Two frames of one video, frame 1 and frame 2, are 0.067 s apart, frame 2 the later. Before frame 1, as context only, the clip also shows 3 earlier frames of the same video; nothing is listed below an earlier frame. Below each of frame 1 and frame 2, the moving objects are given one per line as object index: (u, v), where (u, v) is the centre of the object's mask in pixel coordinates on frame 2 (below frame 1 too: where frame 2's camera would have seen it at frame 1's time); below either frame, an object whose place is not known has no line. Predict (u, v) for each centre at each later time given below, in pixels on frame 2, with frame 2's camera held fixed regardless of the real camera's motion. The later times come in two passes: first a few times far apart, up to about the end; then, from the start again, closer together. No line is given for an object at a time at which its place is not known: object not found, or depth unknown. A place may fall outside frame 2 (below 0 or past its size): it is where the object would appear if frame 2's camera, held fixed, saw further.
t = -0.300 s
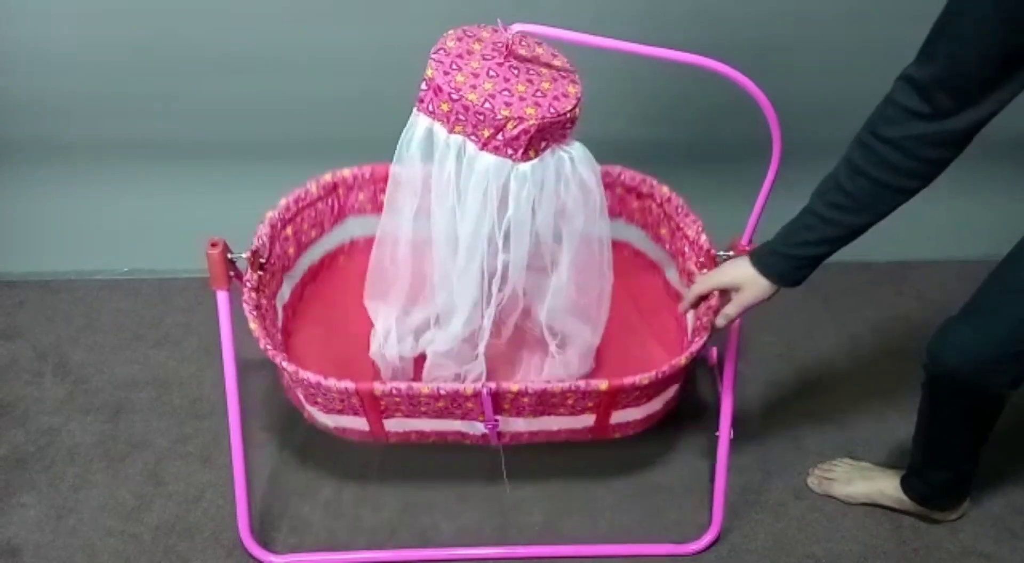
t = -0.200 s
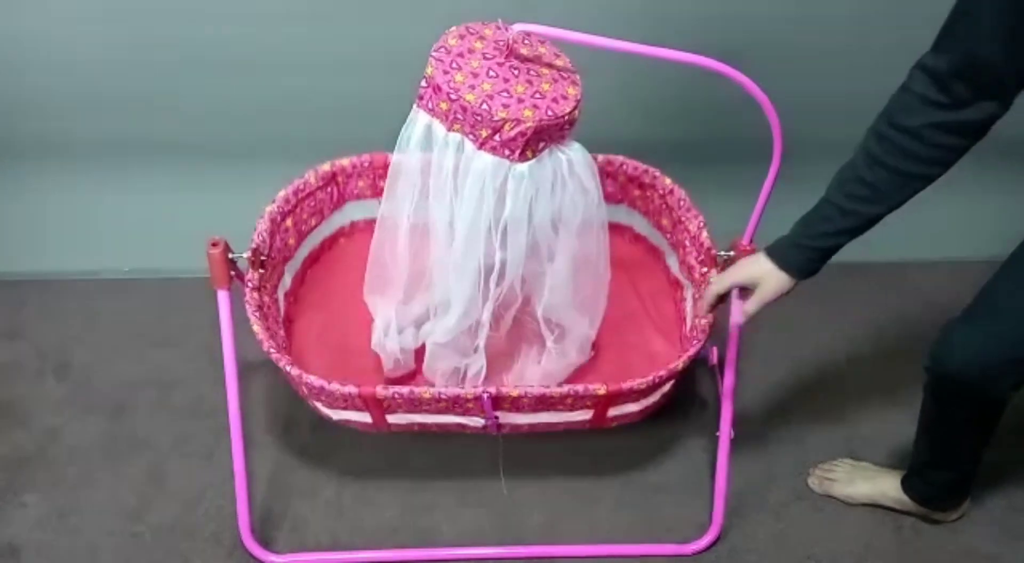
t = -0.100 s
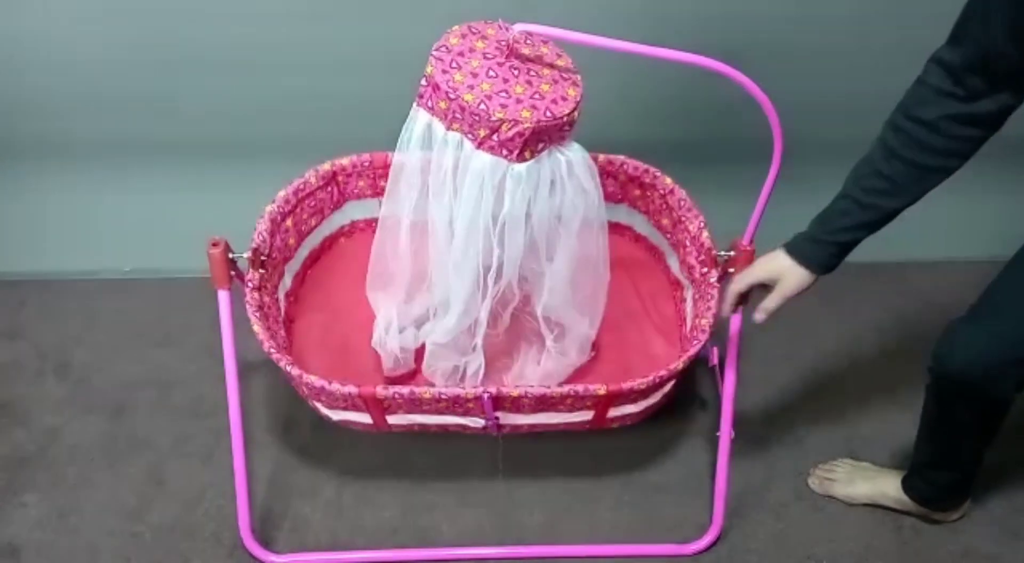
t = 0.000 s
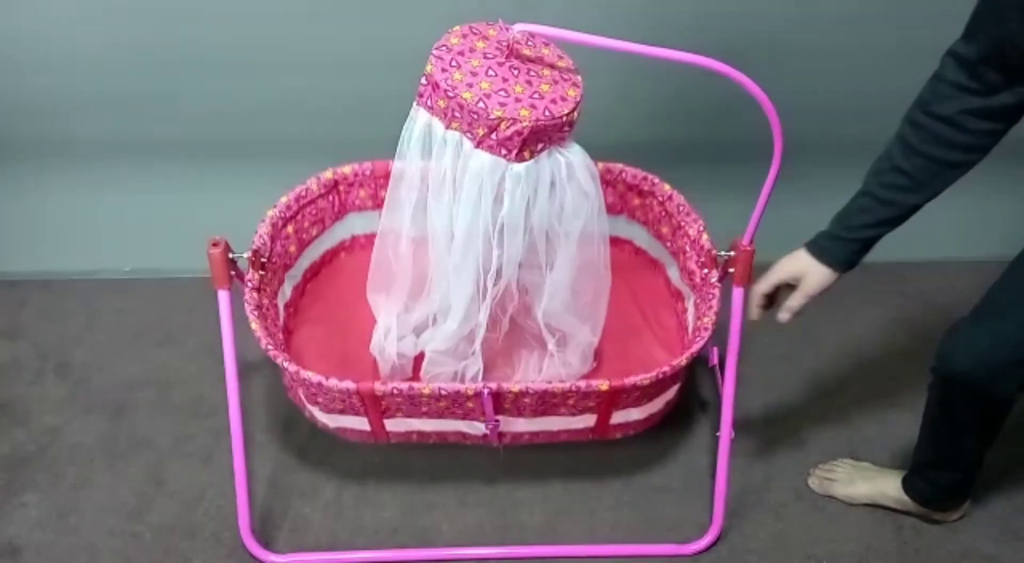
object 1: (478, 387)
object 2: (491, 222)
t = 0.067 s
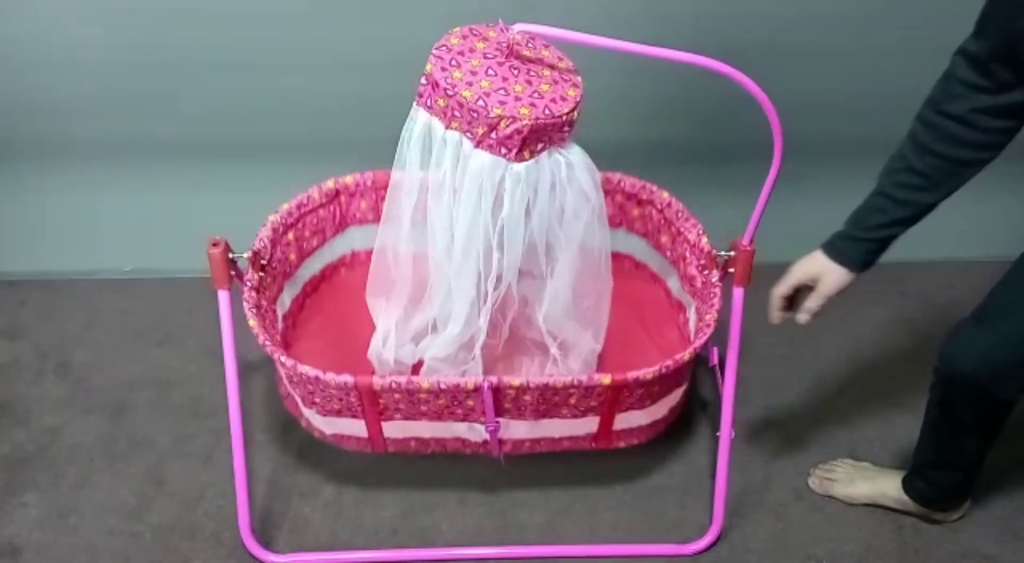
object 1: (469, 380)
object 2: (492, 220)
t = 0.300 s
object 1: (477, 366)
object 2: (498, 204)
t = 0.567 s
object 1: (473, 367)
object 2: (502, 204)
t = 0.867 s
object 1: (476, 381)
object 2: (492, 221)
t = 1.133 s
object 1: (477, 381)
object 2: (492, 221)
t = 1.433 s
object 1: (477, 359)
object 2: (496, 212)
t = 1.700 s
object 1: (476, 363)
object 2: (499, 209)
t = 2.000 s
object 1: (473, 368)
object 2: (495, 217)
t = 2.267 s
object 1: (471, 375)
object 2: (493, 219)
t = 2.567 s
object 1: (474, 366)
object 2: (495, 215)
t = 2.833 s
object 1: (476, 363)
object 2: (496, 214)
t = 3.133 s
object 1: (473, 367)
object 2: (496, 215)
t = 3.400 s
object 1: (472, 367)
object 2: (495, 215)
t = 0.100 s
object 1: (478, 377)
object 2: (492, 219)
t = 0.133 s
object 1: (475, 371)
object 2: (492, 217)
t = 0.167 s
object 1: (478, 365)
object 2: (493, 214)
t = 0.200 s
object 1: (478, 361)
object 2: (494, 212)
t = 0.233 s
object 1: (478, 361)
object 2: (496, 209)
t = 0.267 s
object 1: (478, 363)
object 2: (497, 207)
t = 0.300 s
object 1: (477, 366)
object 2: (498, 204)
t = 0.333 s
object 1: (475, 367)
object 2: (499, 202)
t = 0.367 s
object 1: (477, 369)
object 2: (501, 200)
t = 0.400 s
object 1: (475, 369)
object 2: (502, 199)
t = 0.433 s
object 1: (475, 369)
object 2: (502, 199)
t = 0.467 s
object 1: (475, 369)
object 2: (503, 199)
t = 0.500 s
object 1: (475, 369)
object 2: (503, 200)
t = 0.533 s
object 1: (474, 368)
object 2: (502, 201)
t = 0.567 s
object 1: (473, 367)
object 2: (502, 204)
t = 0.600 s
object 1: (473, 366)
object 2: (500, 206)
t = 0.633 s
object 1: (475, 364)
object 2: (499, 209)
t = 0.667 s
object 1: (475, 361)
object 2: (498, 211)
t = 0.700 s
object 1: (475, 360)
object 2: (497, 214)
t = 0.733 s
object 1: (476, 365)
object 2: (496, 216)
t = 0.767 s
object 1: (468, 371)
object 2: (494, 218)
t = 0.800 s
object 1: (469, 374)
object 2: (493, 219)
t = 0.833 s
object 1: (471, 377)
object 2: (492, 220)
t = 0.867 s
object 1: (476, 381)
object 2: (492, 221)
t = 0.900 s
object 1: (467, 380)
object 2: (491, 222)
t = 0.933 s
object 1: (466, 382)
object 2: (491, 222)
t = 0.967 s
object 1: (469, 383)
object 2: (492, 221)
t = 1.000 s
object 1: (470, 383)
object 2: (492, 221)
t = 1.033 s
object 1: (473, 383)
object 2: (492, 221)
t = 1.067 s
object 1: (468, 383)
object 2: (492, 221)
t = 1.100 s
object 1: (466, 382)
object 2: (492, 221)
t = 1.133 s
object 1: (477, 381)
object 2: (492, 221)
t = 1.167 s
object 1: (476, 380)
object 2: (492, 220)
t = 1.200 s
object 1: (473, 377)
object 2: (493, 219)
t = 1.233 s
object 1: (474, 376)
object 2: (493, 219)
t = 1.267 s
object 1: (471, 374)
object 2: (493, 218)
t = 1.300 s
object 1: (472, 369)
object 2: (494, 216)
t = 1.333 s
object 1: (475, 366)
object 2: (494, 215)
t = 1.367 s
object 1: (474, 364)
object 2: (495, 215)
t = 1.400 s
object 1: (477, 361)
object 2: (496, 213)
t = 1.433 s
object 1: (477, 359)
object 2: (496, 212)
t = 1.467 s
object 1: (477, 361)
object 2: (497, 210)
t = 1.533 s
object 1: (478, 362)
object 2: (498, 209)
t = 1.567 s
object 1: (477, 362)
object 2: (498, 209)
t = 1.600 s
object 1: (475, 364)
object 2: (499, 209)
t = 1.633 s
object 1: (474, 364)
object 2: (499, 209)
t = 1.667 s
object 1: (474, 364)
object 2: (499, 209)
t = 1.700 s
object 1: (476, 363)
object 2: (499, 209)
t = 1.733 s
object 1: (474, 363)
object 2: (499, 210)
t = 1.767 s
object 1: (474, 362)
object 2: (498, 210)
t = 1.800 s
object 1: (476, 360)
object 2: (498, 211)
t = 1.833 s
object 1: (476, 360)
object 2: (497, 212)
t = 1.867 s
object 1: (475, 362)
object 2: (496, 213)
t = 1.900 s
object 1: (474, 363)
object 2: (496, 214)
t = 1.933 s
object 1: (473, 364)
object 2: (495, 215)
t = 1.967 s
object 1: (472, 367)
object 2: (495, 216)
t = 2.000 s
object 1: (473, 368)
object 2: (495, 217)
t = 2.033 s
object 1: (470, 369)
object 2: (494, 217)
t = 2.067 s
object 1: (472, 372)
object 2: (494, 218)
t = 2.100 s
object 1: (472, 373)
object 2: (494, 218)
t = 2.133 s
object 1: (472, 374)
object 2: (493, 219)
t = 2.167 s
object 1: (471, 375)
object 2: (493, 219)
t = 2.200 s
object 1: (473, 375)
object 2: (493, 219)
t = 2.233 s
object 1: (473, 375)
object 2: (493, 219)
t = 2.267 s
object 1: (471, 375)
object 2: (493, 219)
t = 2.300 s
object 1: (472, 374)
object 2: (493, 218)
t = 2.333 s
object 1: (473, 373)
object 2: (493, 218)
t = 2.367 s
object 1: (471, 372)
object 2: (494, 218)
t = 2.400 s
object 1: (471, 370)
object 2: (494, 217)
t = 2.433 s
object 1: (472, 369)
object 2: (494, 217)
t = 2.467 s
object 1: (475, 368)
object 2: (495, 216)
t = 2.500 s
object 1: (474, 368)
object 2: (495, 216)
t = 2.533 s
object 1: (475, 368)
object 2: (495, 216)
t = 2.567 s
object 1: (474, 366)
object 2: (495, 215)
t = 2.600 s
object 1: (473, 366)
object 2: (496, 215)
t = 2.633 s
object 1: (474, 364)
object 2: (496, 214)
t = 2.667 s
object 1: (474, 364)
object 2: (496, 214)
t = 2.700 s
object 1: (476, 364)
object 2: (496, 214)
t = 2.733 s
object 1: (475, 363)
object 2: (496, 214)
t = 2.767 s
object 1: (475, 363)
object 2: (496, 214)
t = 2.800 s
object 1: (476, 364)
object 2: (496, 214)
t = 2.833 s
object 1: (476, 363)
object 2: (496, 214)
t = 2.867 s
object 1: (475, 363)
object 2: (496, 214)
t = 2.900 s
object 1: (475, 365)
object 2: (496, 214)
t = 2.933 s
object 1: (474, 365)
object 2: (496, 215)
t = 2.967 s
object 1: (476, 366)
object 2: (496, 215)
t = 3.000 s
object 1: (475, 366)
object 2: (496, 215)
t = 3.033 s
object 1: (475, 366)
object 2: (496, 215)
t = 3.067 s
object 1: (473, 366)
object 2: (496, 215)
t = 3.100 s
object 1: (475, 367)
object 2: (496, 215)
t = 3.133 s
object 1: (473, 367)
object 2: (496, 215)
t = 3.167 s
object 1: (473, 366)
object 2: (496, 215)
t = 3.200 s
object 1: (475, 366)
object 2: (496, 215)
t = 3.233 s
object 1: (476, 367)
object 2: (496, 215)
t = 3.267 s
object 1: (475, 367)
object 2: (496, 215)
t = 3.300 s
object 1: (473, 367)
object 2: (495, 215)
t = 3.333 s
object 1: (473, 367)
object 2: (495, 215)
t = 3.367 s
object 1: (470, 366)
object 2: (495, 215)
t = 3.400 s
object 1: (472, 367)
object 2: (495, 215)
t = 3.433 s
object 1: (471, 366)
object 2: (496, 215)
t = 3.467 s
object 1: (473, 366)
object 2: (496, 215)
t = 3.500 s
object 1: (471, 366)
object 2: (496, 215)
